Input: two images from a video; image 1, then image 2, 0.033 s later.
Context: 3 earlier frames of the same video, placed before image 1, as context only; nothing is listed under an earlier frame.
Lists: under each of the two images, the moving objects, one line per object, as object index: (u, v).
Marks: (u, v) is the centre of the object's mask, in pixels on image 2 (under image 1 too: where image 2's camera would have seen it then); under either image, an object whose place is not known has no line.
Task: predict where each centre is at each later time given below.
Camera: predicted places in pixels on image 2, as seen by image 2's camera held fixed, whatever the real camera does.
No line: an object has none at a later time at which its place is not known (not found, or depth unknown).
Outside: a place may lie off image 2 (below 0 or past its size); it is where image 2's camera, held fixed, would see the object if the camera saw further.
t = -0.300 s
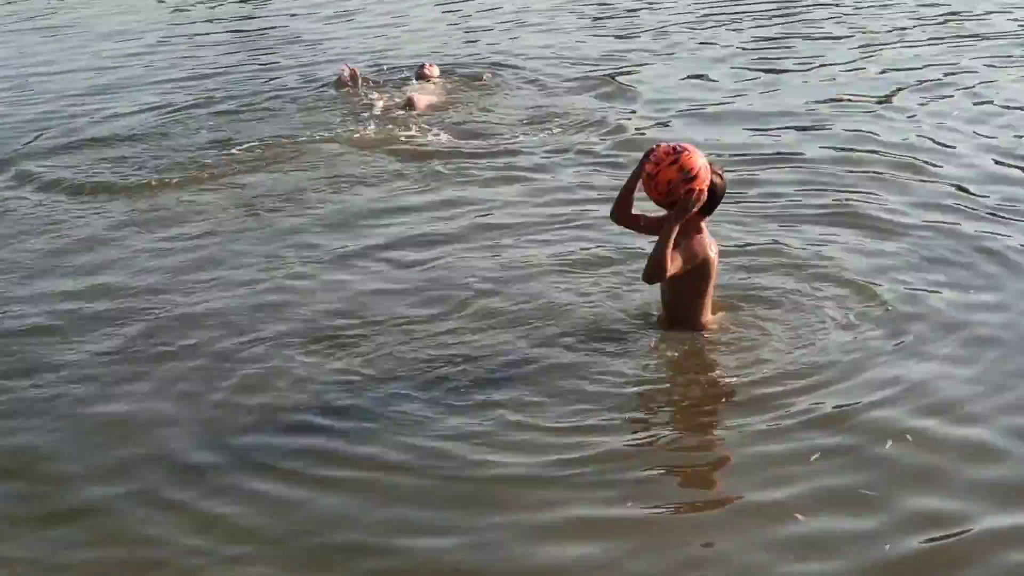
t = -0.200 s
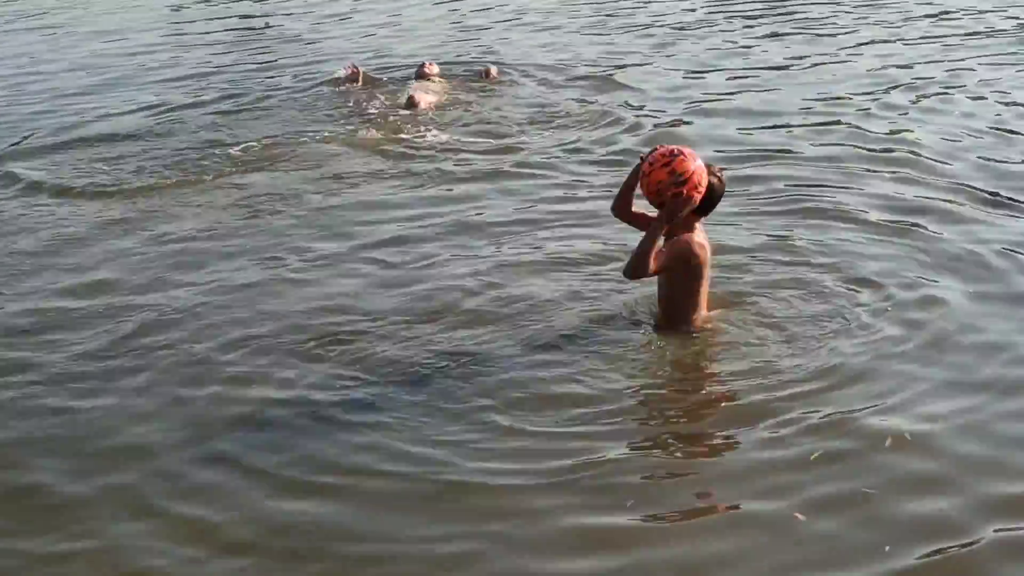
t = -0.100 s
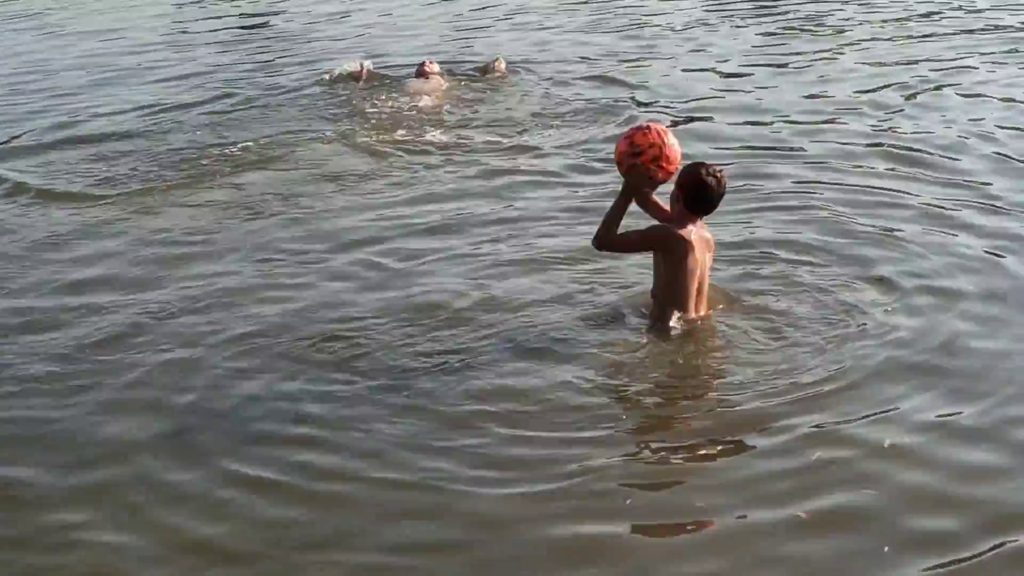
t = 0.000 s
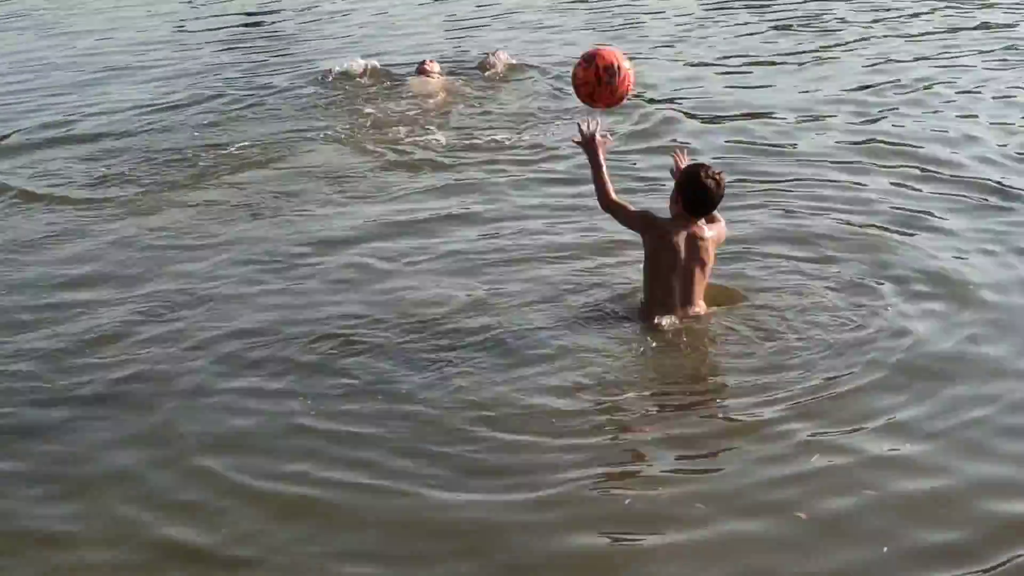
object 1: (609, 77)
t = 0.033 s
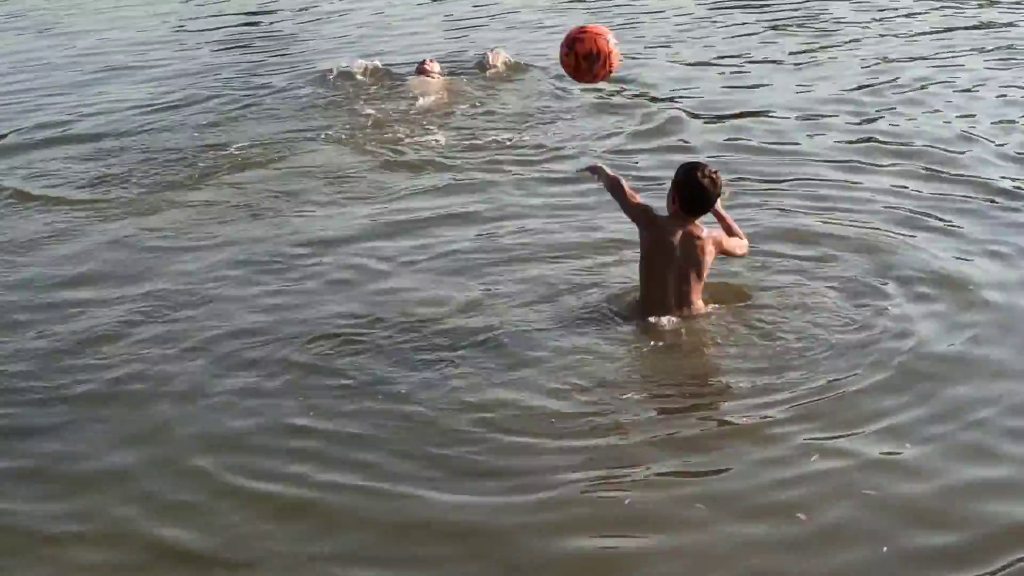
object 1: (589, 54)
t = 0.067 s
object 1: (576, 33)
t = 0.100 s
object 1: (564, 21)
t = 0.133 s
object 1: (553, 14)
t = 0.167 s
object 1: (542, 9)
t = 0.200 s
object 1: (531, 6)
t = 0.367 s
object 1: (486, 11)
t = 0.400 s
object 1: (479, 16)
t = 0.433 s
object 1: (474, 27)
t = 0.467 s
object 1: (468, 35)
